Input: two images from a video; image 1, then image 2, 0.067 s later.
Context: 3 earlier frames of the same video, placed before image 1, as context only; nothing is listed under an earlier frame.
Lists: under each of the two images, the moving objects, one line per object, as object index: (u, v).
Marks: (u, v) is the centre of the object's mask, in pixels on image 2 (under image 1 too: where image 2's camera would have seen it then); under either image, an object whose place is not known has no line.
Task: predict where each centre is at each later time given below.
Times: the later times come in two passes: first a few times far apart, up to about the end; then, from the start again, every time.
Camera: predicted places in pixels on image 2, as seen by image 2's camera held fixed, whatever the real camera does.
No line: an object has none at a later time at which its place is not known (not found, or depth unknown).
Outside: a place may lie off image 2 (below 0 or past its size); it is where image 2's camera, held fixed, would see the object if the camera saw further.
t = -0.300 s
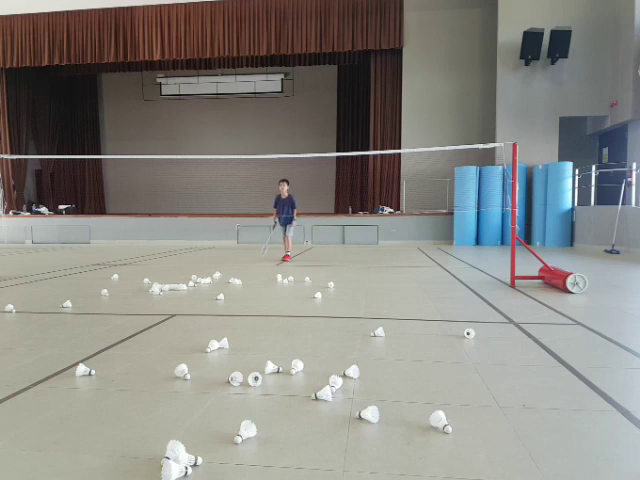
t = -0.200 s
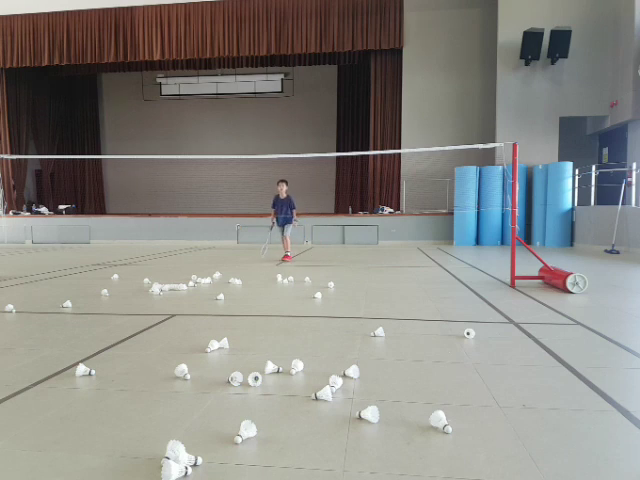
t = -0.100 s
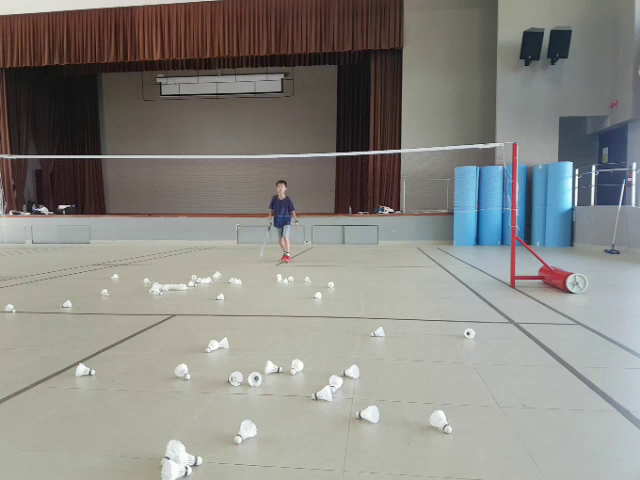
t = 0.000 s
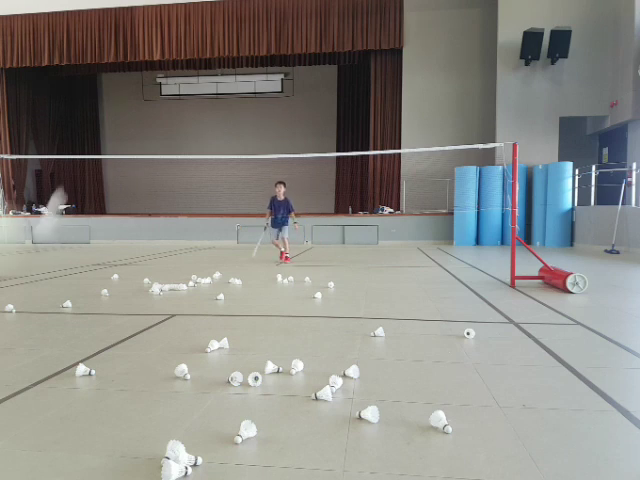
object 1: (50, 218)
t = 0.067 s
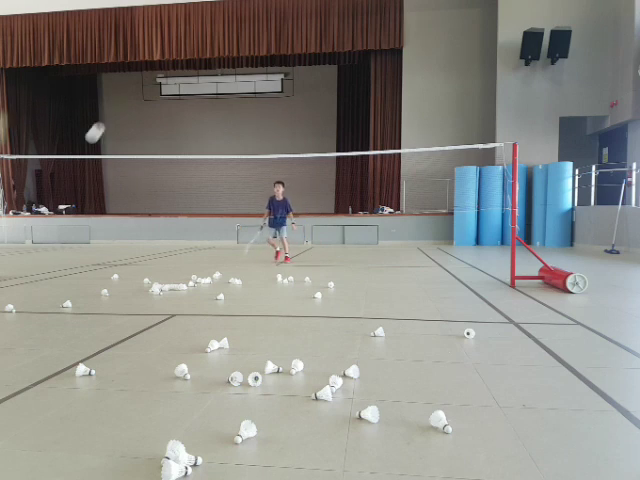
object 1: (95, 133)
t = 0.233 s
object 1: (135, 87)
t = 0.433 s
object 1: (151, 92)
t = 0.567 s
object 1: (157, 111)
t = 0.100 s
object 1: (106, 115)
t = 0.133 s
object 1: (115, 102)
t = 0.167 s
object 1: (122, 95)
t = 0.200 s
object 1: (129, 90)
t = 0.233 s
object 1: (135, 87)
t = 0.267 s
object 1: (138, 85)
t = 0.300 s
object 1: (141, 85)
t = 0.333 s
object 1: (144, 86)
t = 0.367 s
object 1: (147, 88)
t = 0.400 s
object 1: (150, 90)
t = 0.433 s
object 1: (151, 92)
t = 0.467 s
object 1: (152, 95)
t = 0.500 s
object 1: (154, 102)
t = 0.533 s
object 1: (155, 106)
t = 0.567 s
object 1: (157, 111)
